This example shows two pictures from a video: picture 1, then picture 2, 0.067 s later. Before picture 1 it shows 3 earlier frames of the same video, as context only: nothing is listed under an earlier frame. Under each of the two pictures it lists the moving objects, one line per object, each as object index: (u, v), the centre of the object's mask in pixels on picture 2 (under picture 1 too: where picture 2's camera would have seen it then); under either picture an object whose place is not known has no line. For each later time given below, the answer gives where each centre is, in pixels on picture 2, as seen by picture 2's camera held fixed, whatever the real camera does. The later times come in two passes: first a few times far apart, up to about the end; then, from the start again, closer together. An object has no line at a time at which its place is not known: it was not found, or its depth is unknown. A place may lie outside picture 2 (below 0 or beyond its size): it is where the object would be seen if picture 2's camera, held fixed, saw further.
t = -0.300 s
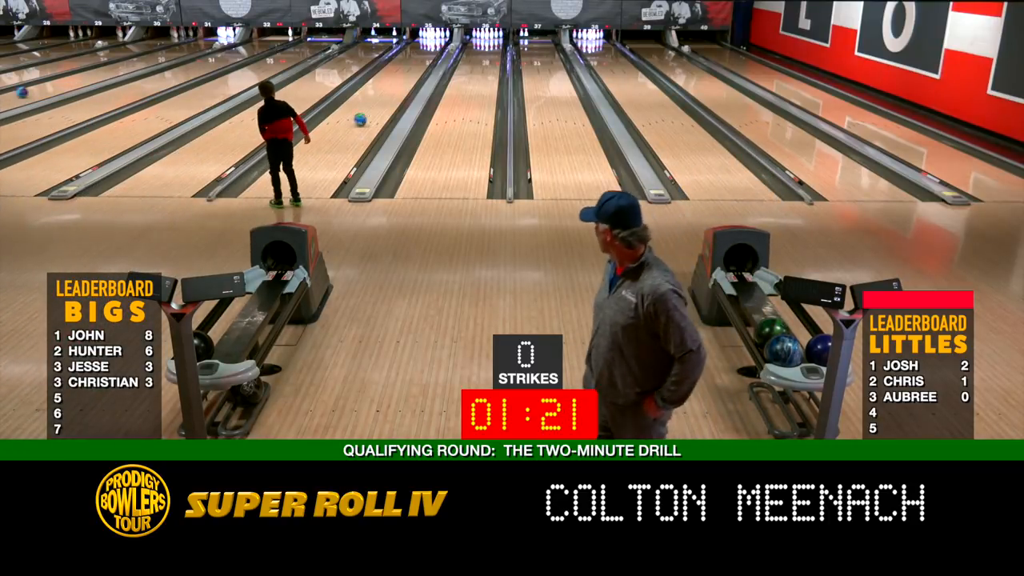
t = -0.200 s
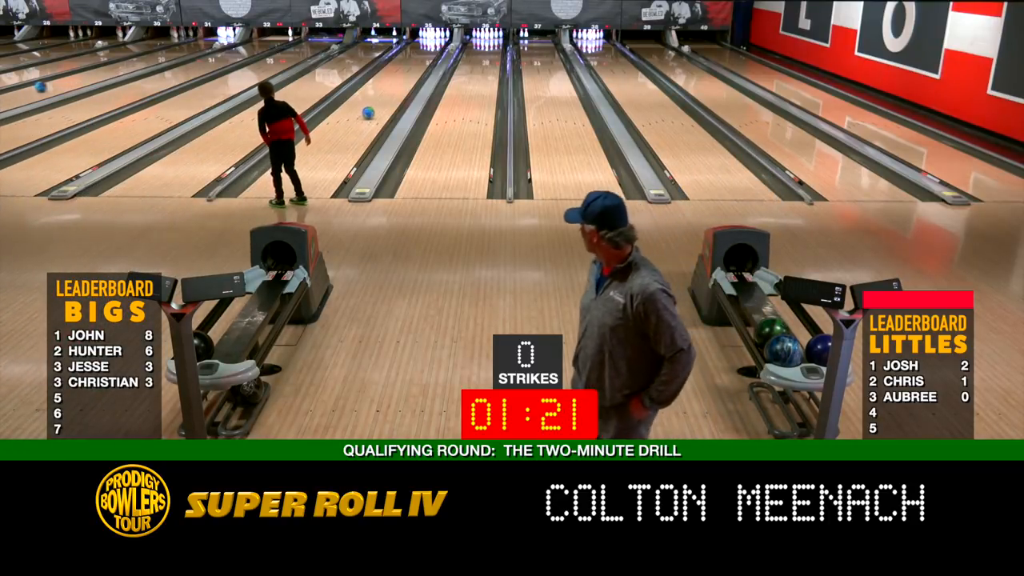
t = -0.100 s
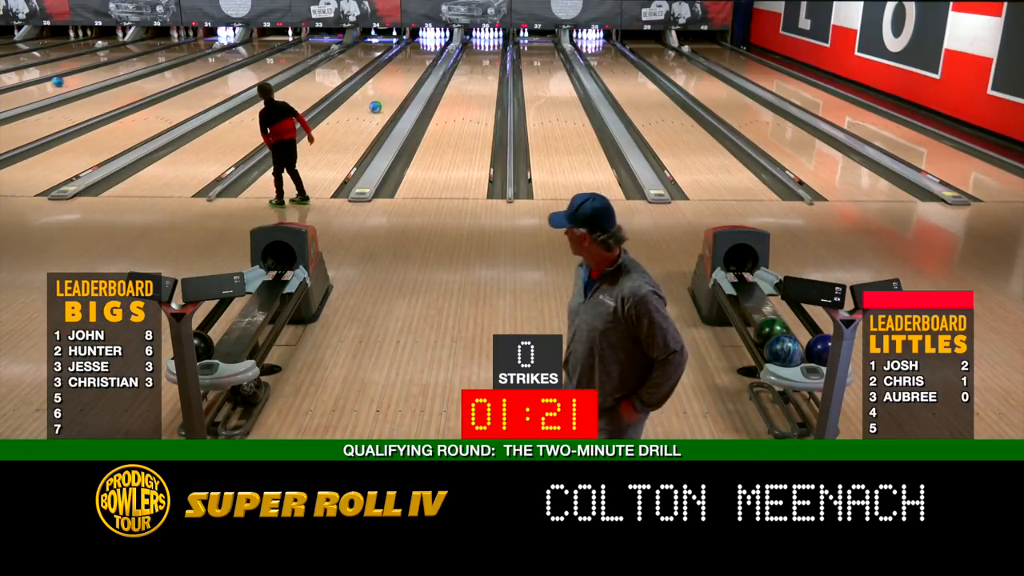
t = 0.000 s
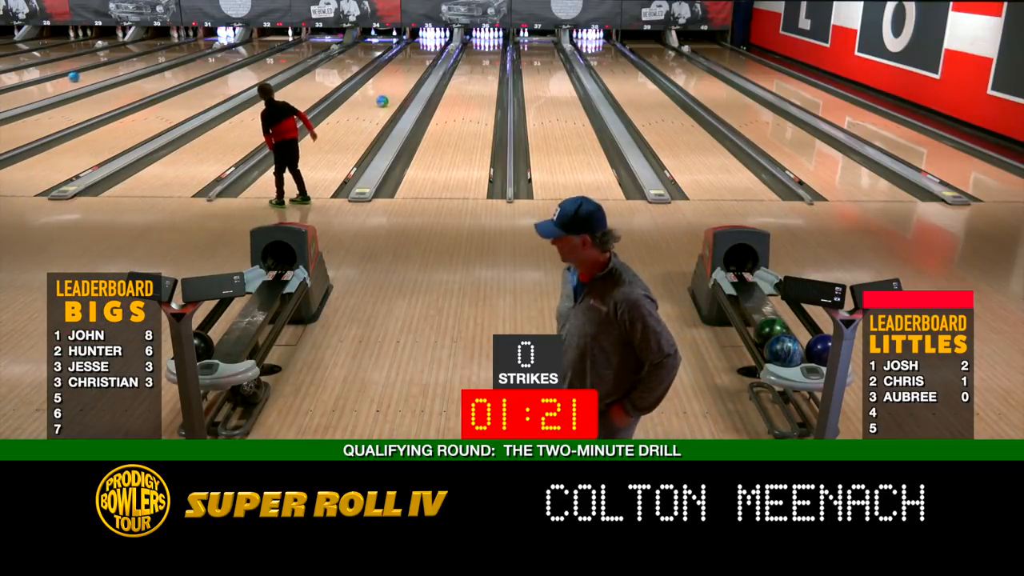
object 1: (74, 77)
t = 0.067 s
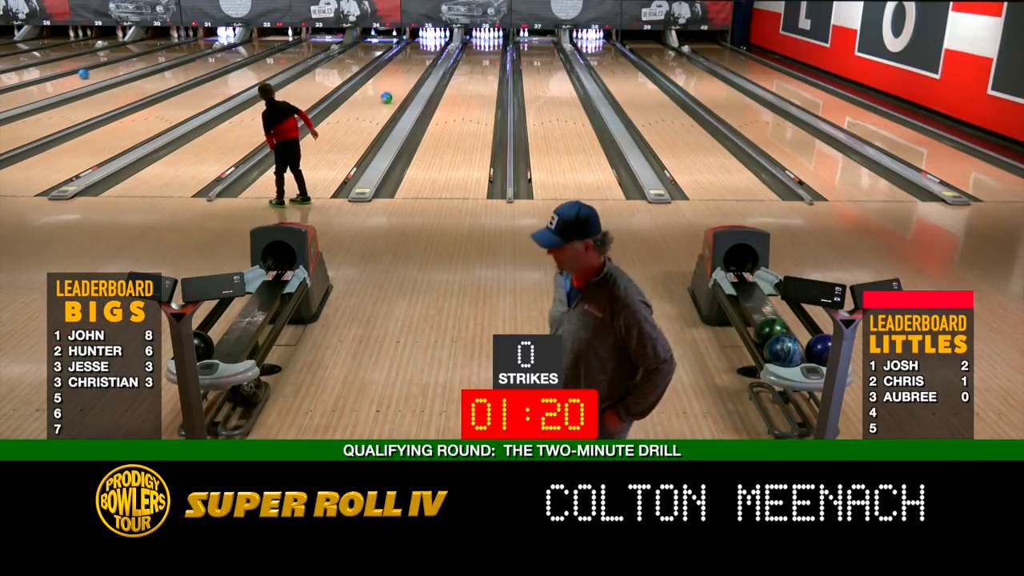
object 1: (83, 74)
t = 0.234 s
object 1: (106, 67)
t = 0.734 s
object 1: (161, 51)
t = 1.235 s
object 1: (199, 40)
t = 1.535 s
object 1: (216, 35)
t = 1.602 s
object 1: (219, 34)
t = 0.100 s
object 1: (89, 72)
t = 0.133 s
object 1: (93, 70)
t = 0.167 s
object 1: (97, 69)
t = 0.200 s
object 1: (102, 68)
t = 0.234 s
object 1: (106, 67)
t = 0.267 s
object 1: (110, 65)
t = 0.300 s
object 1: (114, 64)
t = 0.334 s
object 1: (119, 63)
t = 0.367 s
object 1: (123, 62)
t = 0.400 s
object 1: (126, 61)
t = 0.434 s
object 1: (130, 60)
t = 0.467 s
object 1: (134, 59)
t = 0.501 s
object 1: (137, 58)
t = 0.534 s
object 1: (141, 57)
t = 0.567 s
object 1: (144, 56)
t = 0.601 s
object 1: (147, 55)
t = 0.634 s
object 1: (150, 54)
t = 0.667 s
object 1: (154, 54)
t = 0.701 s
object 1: (158, 53)
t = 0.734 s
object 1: (161, 51)
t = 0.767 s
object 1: (163, 51)
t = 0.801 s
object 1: (166, 50)
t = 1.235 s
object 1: (199, 40)
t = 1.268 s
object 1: (201, 40)
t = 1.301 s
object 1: (203, 38)
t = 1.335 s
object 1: (206, 38)
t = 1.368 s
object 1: (207, 37)
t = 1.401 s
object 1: (209, 37)
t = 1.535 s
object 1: (216, 35)
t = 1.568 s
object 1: (218, 35)
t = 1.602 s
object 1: (219, 34)
